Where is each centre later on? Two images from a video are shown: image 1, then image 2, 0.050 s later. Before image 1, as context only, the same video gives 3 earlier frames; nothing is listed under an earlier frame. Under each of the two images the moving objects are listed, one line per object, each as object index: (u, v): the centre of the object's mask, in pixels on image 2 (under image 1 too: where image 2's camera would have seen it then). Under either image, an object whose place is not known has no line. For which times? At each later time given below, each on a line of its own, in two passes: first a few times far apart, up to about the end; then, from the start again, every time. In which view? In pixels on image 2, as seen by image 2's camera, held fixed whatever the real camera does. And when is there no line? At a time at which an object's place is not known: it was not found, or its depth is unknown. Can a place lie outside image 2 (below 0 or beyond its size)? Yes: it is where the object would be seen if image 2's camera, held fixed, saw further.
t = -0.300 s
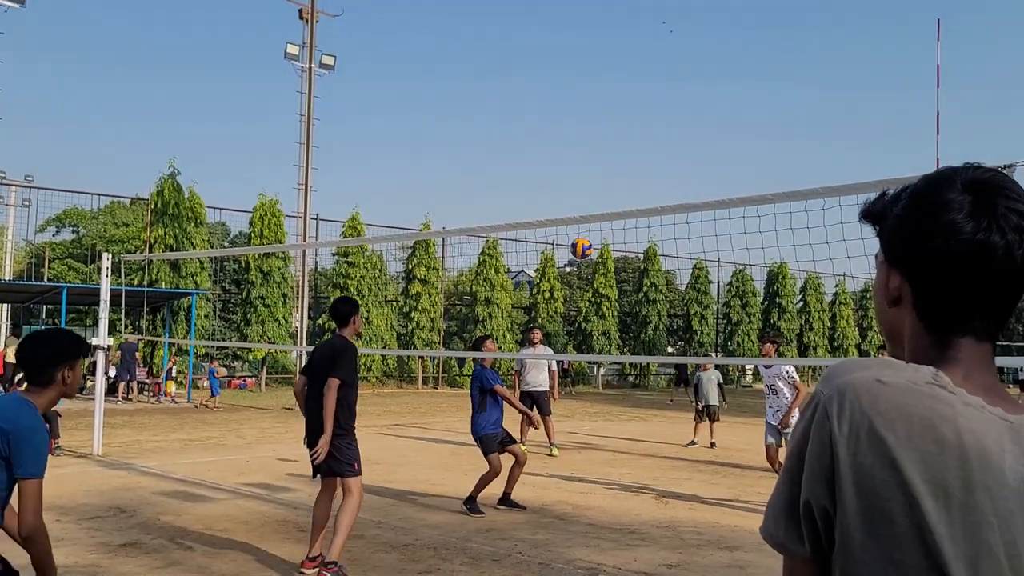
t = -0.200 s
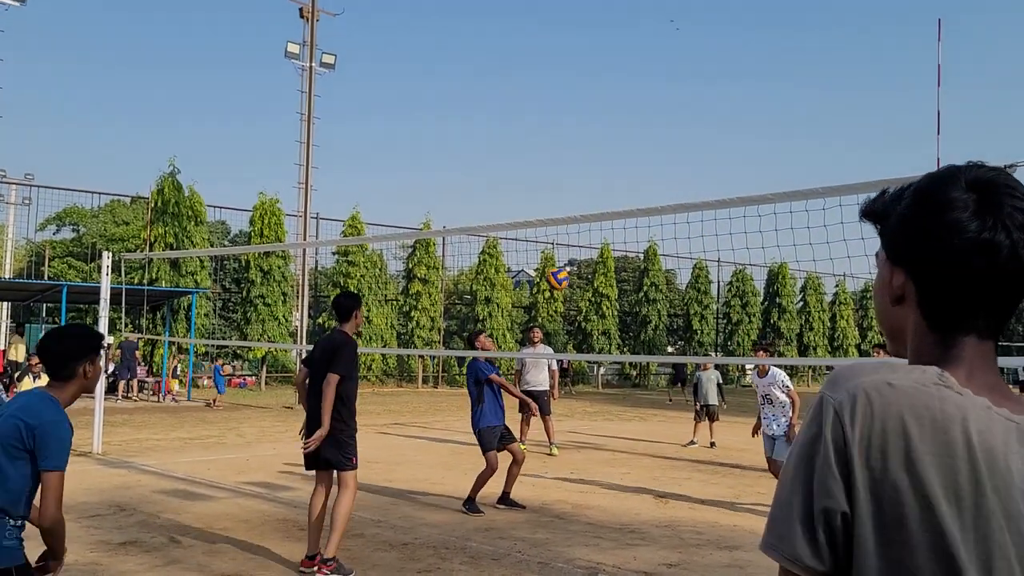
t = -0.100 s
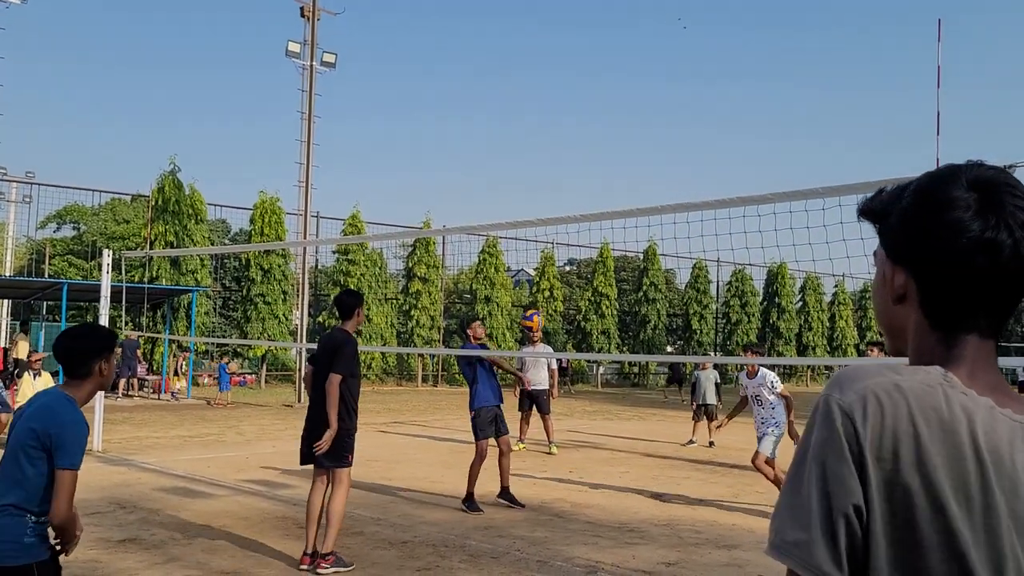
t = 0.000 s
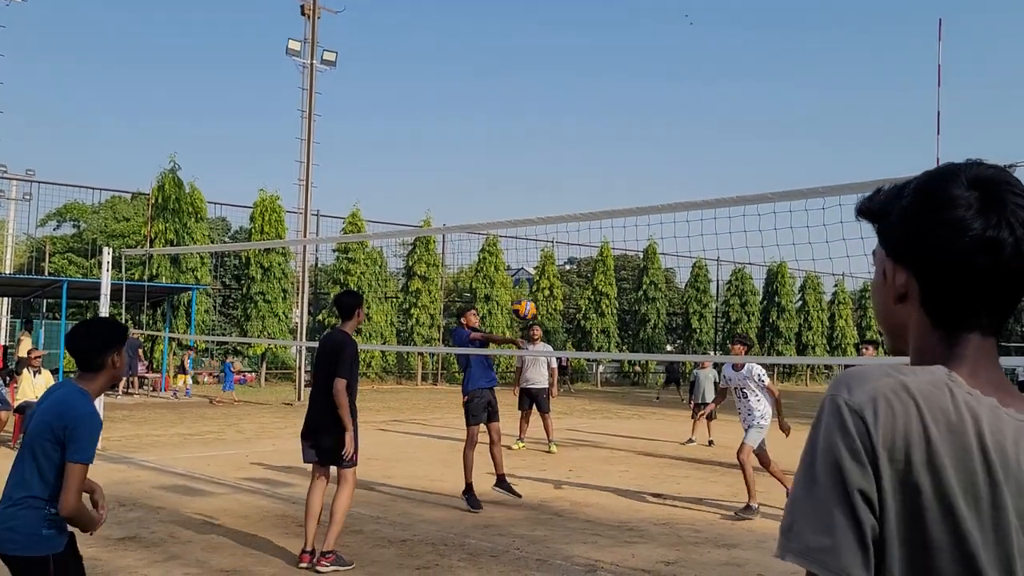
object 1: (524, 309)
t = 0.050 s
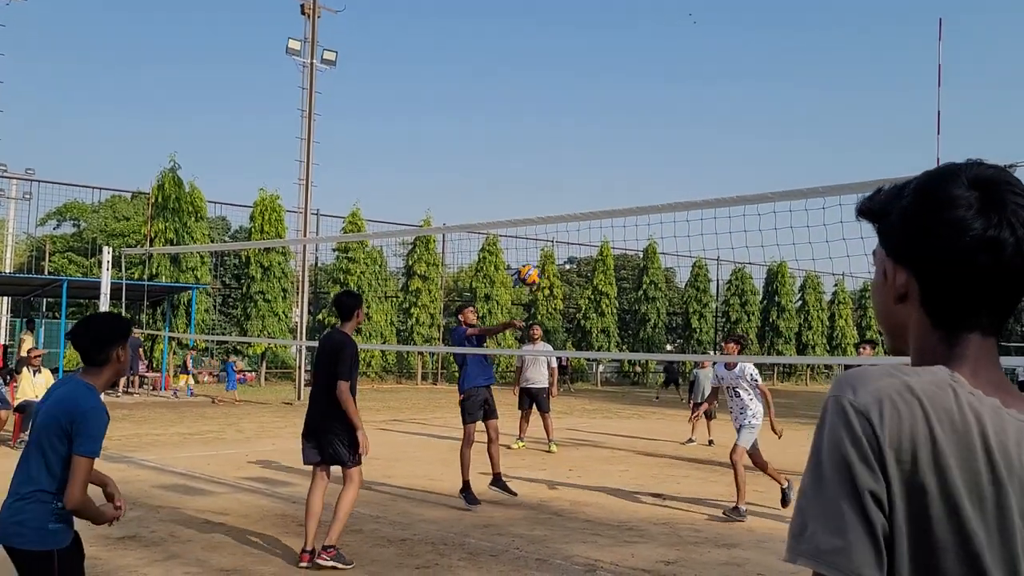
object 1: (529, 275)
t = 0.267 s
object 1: (549, 160)
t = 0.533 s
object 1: (572, 89)
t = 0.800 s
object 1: (596, 94)
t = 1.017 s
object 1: (613, 157)
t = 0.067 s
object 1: (530, 264)
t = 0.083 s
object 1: (532, 254)
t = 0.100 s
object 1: (533, 244)
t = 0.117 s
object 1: (535, 235)
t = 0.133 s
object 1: (537, 227)
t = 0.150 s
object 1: (537, 211)
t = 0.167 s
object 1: (540, 206)
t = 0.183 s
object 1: (541, 198)
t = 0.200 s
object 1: (543, 190)
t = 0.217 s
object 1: (545, 182)
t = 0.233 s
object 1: (546, 174)
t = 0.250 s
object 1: (548, 167)
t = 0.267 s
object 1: (549, 160)
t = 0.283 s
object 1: (551, 153)
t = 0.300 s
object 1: (552, 147)
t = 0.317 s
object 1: (554, 141)
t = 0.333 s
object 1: (555, 135)
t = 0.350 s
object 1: (557, 130)
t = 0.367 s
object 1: (558, 124)
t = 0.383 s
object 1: (560, 119)
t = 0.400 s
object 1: (561, 115)
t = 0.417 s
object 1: (562, 110)
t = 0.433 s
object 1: (564, 106)
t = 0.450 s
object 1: (565, 103)
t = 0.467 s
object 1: (566, 99)
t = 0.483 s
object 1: (568, 96)
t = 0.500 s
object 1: (569, 94)
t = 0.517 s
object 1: (571, 91)
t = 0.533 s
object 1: (572, 89)
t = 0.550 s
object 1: (574, 87)
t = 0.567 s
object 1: (575, 85)
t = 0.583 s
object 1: (577, 84)
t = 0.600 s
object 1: (578, 83)
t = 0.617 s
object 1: (579, 82)
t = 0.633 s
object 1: (581, 81)
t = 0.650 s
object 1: (582, 81)
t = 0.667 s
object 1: (584, 81)
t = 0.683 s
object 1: (585, 82)
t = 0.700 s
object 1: (587, 83)
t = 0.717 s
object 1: (588, 84)
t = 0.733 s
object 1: (590, 85)
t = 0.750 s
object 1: (591, 87)
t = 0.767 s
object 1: (593, 89)
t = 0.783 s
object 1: (594, 91)
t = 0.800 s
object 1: (596, 94)
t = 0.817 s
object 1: (597, 97)
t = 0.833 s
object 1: (599, 100)
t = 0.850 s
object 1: (600, 104)
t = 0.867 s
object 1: (601, 107)
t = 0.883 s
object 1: (603, 112)
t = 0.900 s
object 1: (604, 117)
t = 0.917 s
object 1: (605, 121)
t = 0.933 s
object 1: (607, 126)
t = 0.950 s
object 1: (608, 132)
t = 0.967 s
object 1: (609, 138)
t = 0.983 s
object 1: (611, 143)
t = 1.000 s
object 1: (612, 150)
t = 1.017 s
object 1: (613, 157)
